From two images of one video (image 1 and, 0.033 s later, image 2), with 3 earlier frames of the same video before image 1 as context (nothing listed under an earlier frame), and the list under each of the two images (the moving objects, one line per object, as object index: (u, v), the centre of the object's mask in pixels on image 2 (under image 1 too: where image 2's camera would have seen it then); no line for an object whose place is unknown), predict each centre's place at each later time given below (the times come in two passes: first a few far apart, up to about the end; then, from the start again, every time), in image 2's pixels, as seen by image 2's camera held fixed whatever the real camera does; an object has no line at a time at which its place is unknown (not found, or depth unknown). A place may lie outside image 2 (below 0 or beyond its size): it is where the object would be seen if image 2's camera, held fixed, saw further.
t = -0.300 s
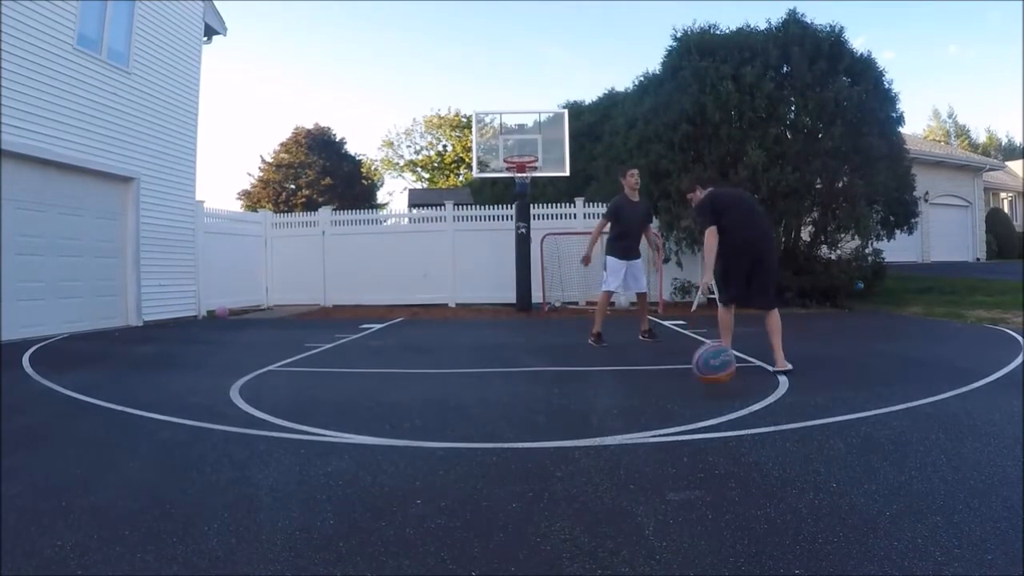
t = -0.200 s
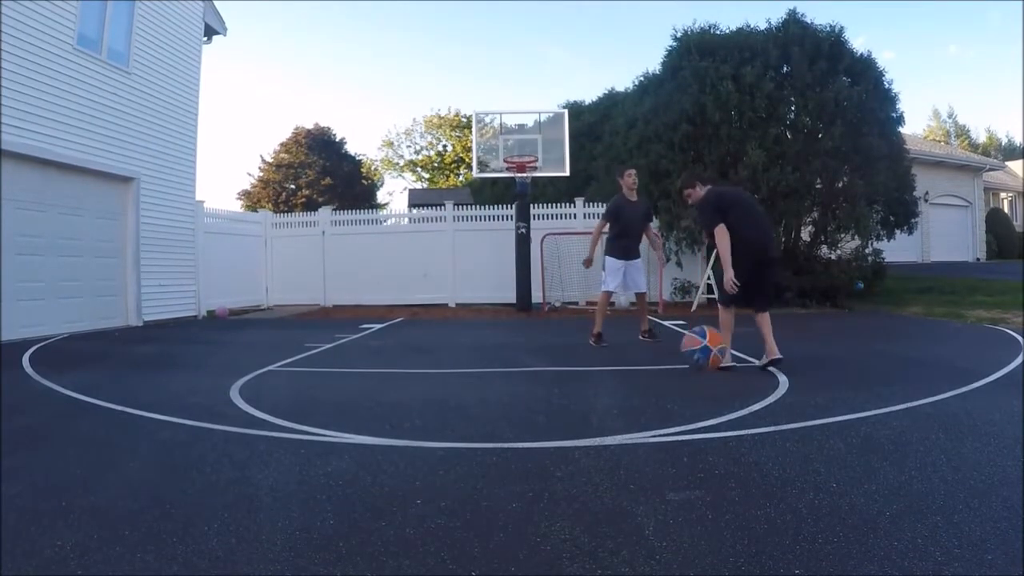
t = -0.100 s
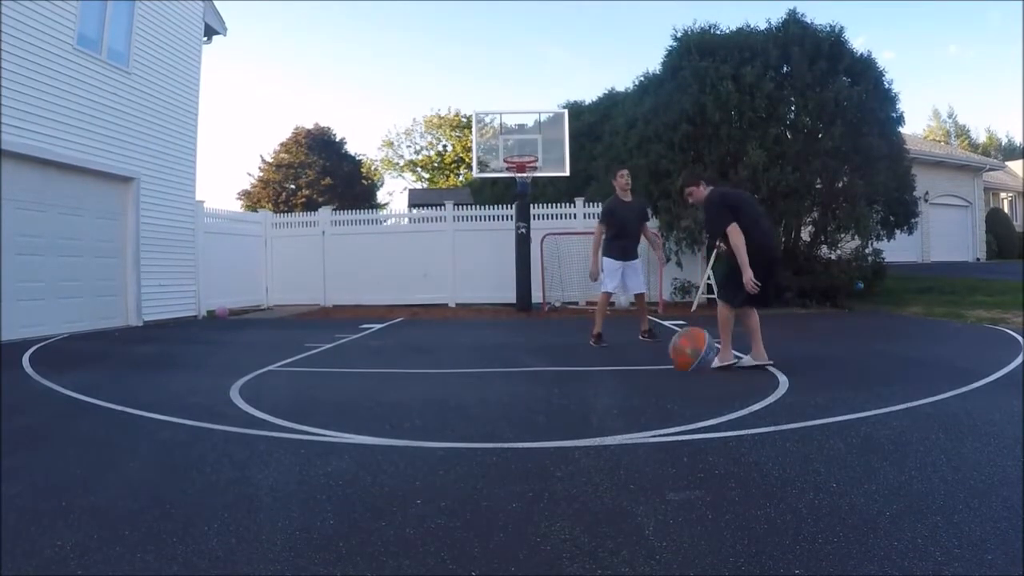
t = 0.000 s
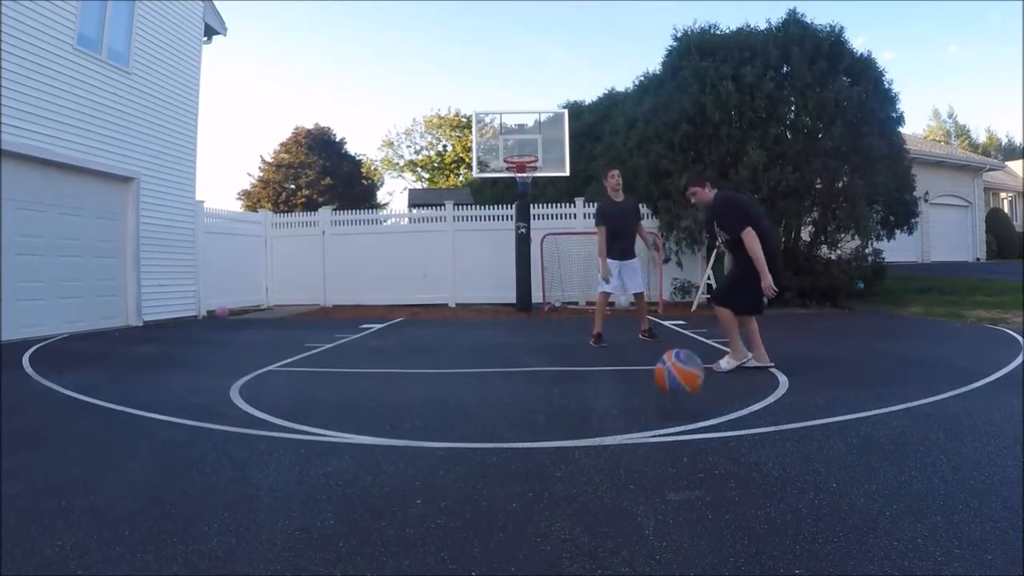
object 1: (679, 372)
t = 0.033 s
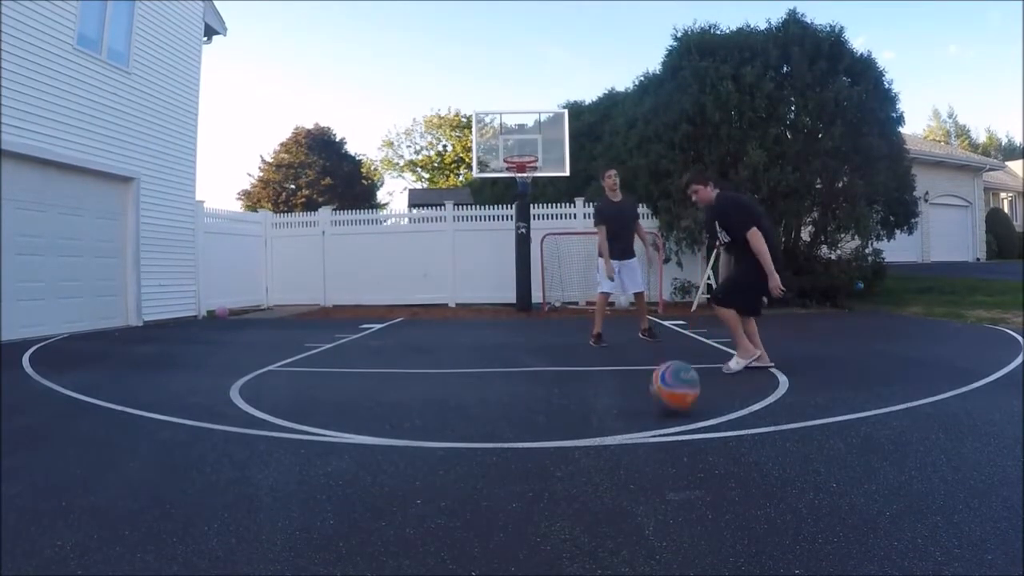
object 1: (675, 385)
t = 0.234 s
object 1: (647, 371)
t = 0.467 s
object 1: (608, 400)
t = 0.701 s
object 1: (559, 432)
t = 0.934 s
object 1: (493, 467)
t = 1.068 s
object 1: (445, 482)
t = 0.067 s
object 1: (671, 388)
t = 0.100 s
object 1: (666, 379)
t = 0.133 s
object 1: (661, 374)
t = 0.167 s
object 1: (657, 370)
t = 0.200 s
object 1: (652, 370)
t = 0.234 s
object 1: (647, 371)
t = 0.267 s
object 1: (642, 376)
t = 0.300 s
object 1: (637, 382)
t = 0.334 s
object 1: (631, 394)
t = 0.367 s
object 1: (625, 408)
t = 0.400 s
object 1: (620, 410)
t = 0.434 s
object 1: (614, 403)
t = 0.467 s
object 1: (608, 400)
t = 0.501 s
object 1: (603, 398)
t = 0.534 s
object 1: (597, 401)
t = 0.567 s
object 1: (589, 407)
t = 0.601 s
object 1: (582, 416)
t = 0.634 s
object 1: (575, 428)
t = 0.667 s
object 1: (567, 438)
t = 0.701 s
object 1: (559, 432)
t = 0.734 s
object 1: (551, 428)
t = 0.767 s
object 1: (542, 429)
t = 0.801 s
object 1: (533, 432)
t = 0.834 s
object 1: (523, 439)
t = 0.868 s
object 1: (513, 452)
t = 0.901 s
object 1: (504, 469)
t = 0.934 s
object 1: (493, 467)
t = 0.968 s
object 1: (482, 464)
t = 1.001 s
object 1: (471, 464)
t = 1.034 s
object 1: (459, 471)
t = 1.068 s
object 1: (445, 482)
